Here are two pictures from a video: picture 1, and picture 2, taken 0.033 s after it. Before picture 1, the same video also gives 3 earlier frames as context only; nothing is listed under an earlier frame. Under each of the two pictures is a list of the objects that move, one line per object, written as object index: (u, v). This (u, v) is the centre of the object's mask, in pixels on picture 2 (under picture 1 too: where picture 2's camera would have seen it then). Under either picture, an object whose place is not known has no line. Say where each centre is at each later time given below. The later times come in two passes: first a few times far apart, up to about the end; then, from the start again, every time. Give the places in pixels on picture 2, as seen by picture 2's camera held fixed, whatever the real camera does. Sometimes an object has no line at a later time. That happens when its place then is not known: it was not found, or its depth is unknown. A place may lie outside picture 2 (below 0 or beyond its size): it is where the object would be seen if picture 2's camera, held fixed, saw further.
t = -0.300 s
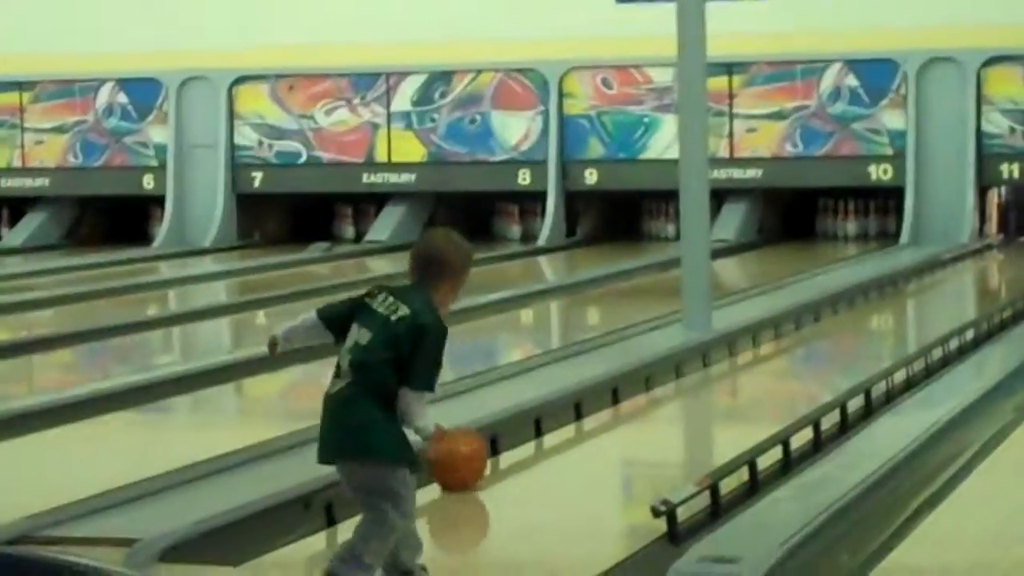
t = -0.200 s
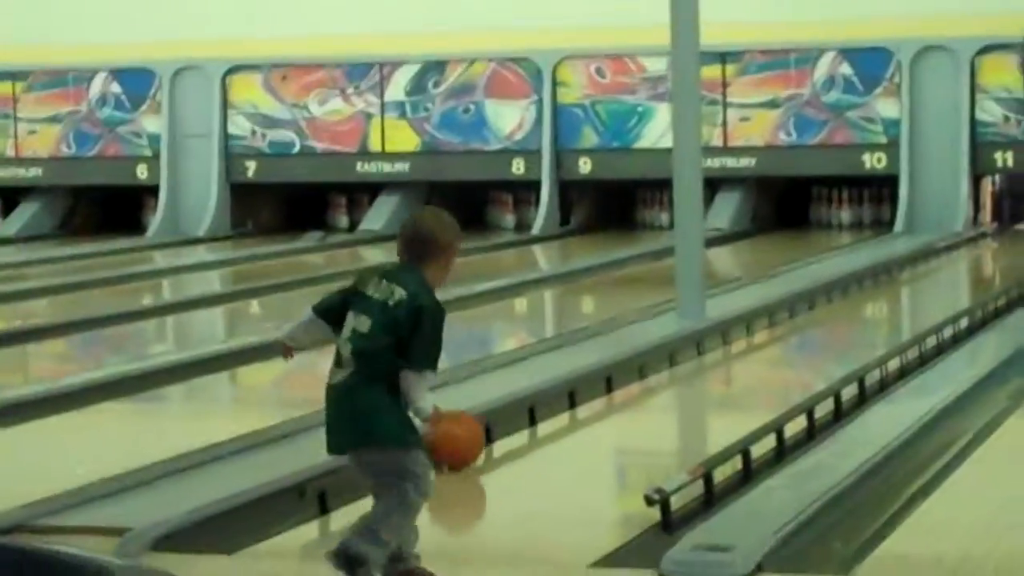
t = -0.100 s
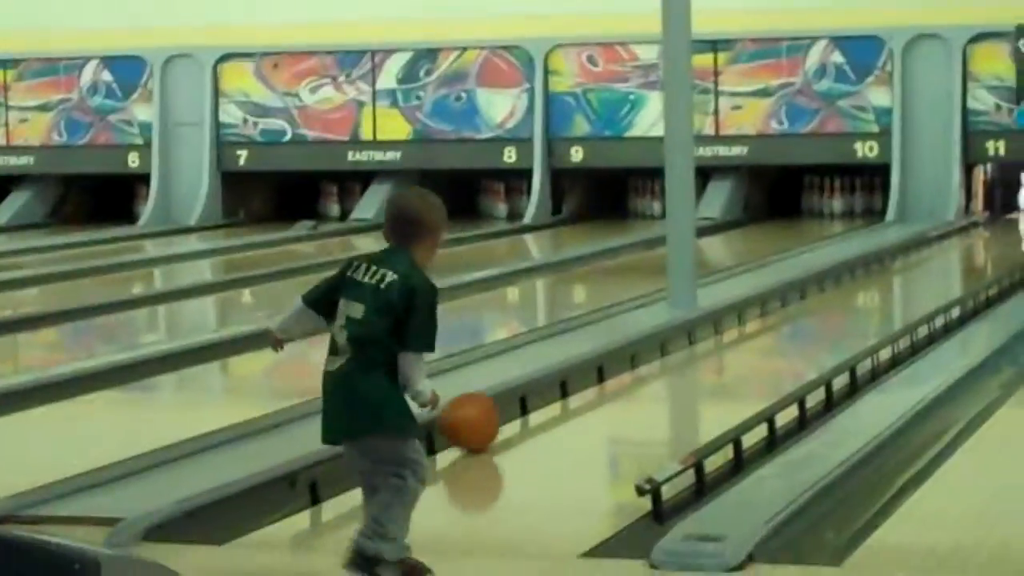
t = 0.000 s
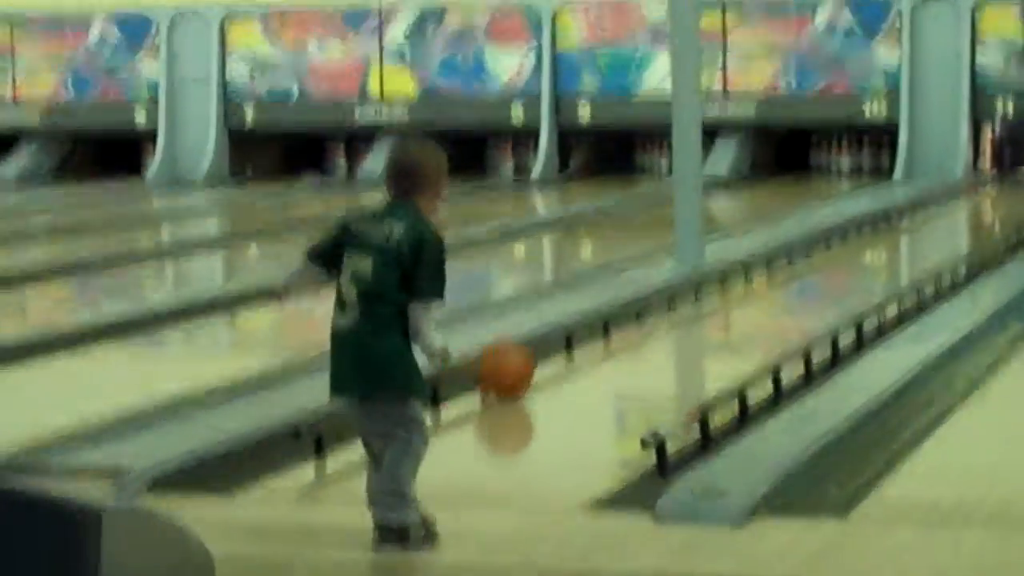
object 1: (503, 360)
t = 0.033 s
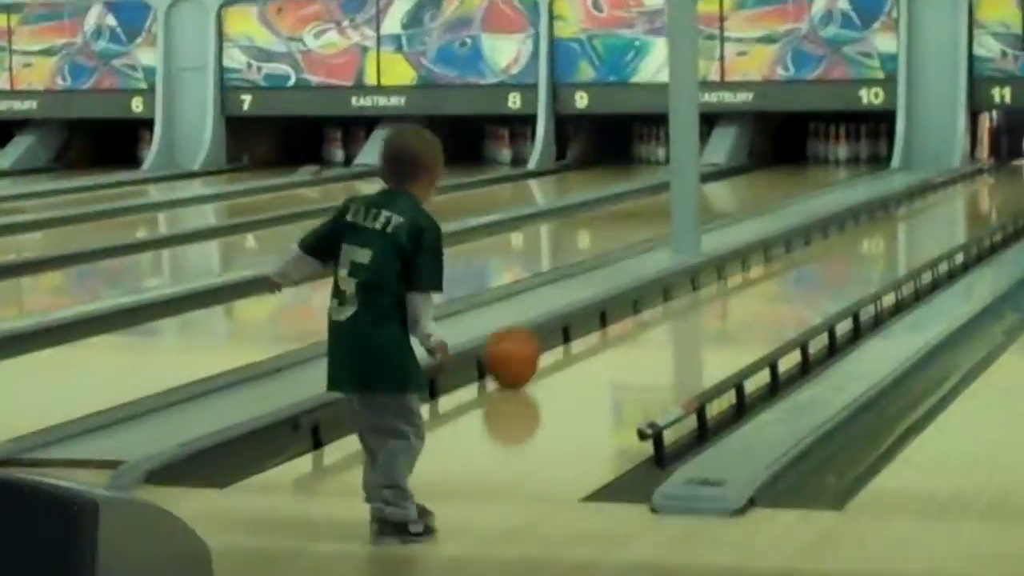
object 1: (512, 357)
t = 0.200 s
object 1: (552, 346)
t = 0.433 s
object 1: (607, 332)
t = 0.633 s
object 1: (651, 322)
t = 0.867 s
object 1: (700, 305)
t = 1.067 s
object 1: (742, 300)
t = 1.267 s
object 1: (776, 293)
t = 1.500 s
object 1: (816, 284)
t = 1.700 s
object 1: (848, 278)
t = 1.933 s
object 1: (887, 269)
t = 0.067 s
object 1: (518, 355)
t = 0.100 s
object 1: (528, 352)
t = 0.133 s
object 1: (534, 351)
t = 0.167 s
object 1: (542, 349)
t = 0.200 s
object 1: (552, 346)
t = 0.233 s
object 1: (560, 345)
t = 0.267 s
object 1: (569, 342)
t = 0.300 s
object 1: (577, 339)
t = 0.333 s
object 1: (584, 338)
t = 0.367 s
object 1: (591, 337)
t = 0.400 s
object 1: (599, 334)
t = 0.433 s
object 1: (607, 332)
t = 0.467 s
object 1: (614, 330)
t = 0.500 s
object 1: (621, 329)
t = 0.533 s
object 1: (629, 327)
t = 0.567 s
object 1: (636, 325)
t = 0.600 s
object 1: (644, 324)
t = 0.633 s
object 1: (651, 322)
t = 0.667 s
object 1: (658, 320)
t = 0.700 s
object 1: (665, 319)
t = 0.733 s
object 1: (673, 316)
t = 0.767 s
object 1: (679, 314)
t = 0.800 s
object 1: (686, 312)
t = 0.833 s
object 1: (694, 309)
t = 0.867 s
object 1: (700, 305)
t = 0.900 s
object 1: (706, 310)
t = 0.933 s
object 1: (711, 306)
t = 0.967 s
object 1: (718, 306)
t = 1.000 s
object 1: (724, 305)
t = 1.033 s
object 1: (733, 305)
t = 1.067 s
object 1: (742, 300)
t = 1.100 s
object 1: (747, 299)
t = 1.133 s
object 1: (752, 297)
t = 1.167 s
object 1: (760, 294)
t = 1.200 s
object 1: (765, 293)
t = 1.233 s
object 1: (770, 294)
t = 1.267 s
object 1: (776, 293)
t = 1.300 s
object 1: (782, 291)
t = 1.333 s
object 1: (787, 291)
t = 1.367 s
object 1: (794, 288)
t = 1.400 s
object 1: (799, 287)
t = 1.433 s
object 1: (804, 287)
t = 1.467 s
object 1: (810, 285)
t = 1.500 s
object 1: (816, 284)
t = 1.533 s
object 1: (821, 283)
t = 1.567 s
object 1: (828, 281)
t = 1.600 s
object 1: (832, 280)
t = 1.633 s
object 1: (838, 279)
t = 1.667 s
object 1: (843, 280)
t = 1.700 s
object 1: (848, 278)
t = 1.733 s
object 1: (853, 276)
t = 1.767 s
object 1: (859, 275)
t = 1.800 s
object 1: (865, 273)
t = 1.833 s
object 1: (869, 273)
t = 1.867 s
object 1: (879, 271)
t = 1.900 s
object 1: (882, 271)
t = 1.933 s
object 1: (887, 269)
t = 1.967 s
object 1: (890, 268)
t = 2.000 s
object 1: (895, 268)
